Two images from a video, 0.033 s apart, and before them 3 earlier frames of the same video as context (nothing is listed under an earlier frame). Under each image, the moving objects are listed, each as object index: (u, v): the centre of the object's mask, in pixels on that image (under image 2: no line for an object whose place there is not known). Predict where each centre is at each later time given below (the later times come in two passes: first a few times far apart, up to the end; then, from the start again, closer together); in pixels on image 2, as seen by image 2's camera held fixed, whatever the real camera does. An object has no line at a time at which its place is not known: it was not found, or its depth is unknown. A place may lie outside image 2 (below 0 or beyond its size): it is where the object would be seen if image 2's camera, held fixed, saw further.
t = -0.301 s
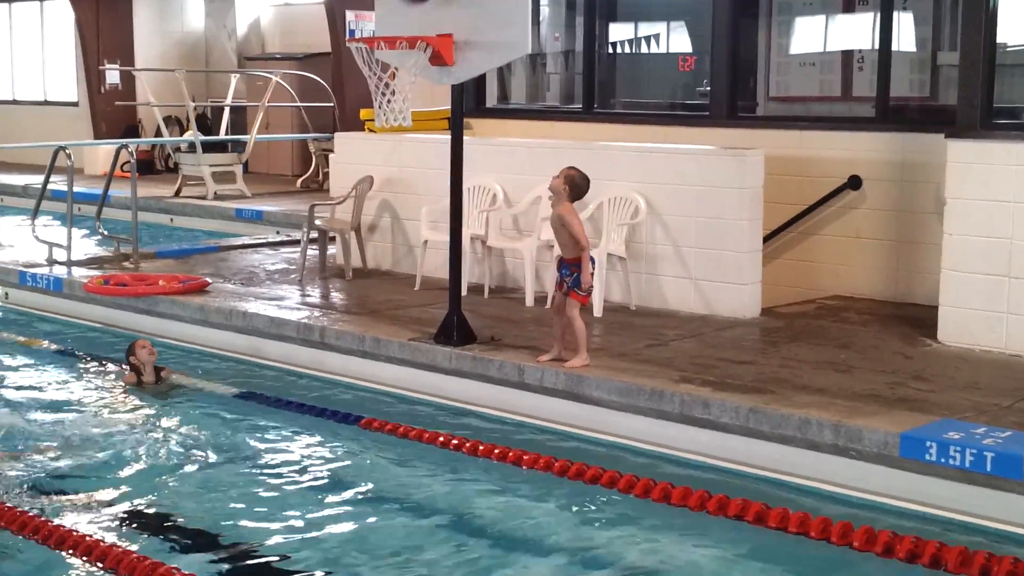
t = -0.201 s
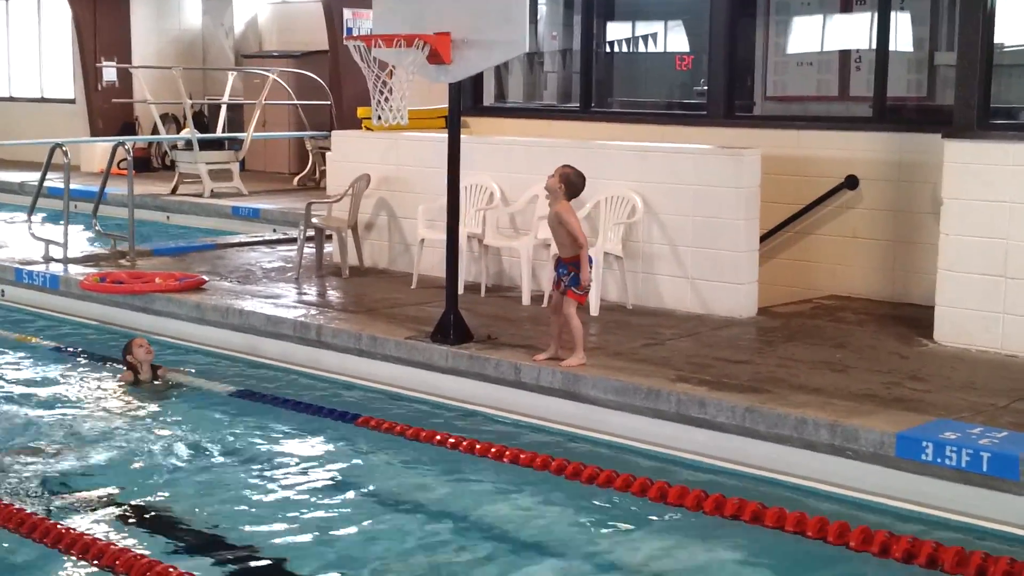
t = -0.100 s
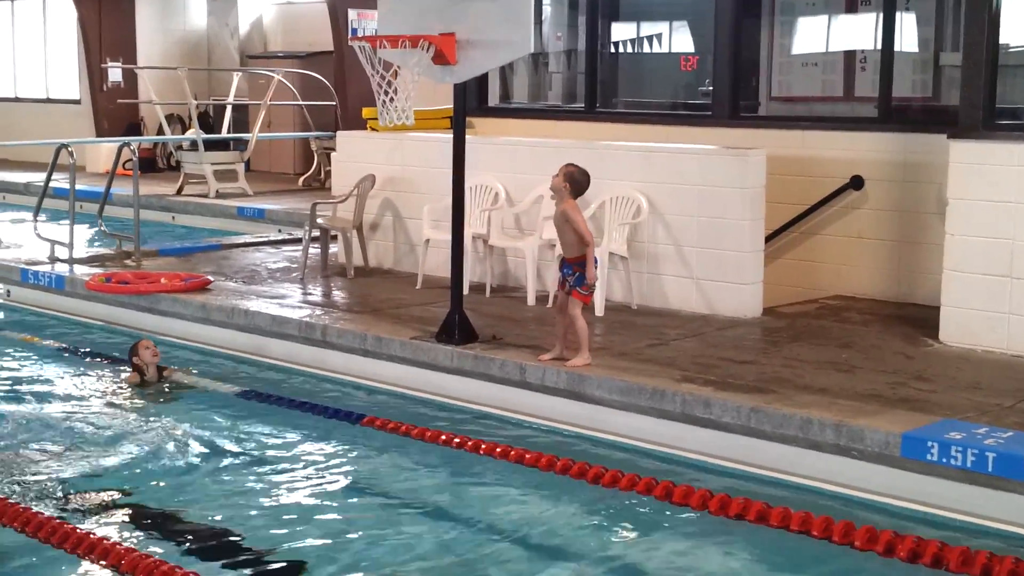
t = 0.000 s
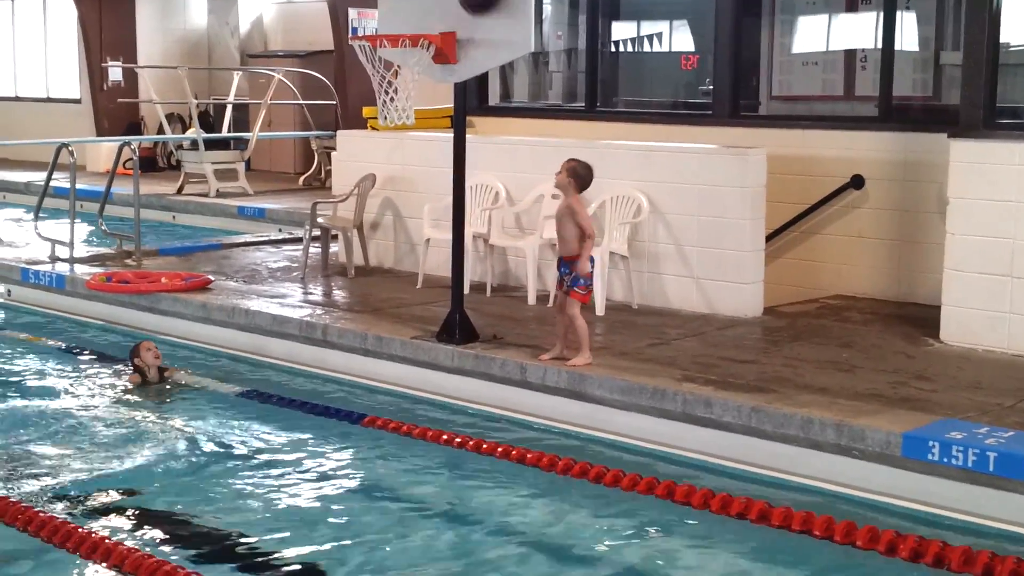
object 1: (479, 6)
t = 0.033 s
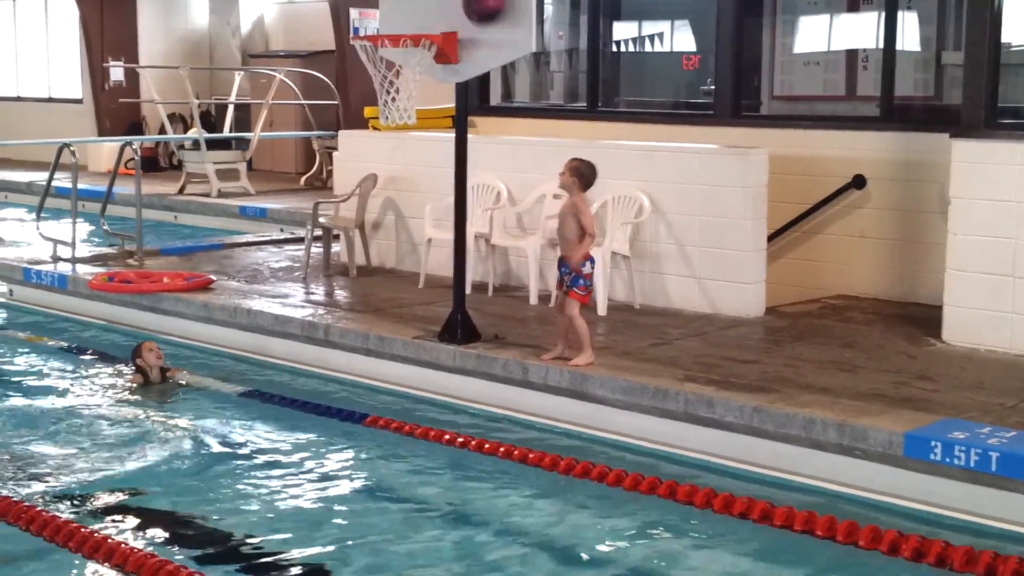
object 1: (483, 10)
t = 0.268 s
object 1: (509, 137)
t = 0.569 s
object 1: (537, 431)
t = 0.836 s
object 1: (545, 403)
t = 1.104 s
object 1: (559, 375)
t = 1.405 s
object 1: (555, 431)
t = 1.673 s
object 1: (552, 425)
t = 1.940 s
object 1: (554, 434)
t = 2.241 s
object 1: (552, 433)
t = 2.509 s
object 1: (556, 434)
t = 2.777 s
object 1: (558, 434)
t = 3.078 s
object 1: (561, 436)
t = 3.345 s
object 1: (564, 434)
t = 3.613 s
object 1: (568, 435)
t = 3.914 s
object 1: (572, 436)
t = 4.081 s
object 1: (575, 437)
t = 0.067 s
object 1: (488, 17)
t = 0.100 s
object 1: (493, 31)
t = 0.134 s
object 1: (496, 46)
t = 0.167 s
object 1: (499, 63)
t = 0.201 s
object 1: (501, 84)
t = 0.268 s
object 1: (509, 137)
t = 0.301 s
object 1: (512, 162)
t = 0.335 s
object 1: (516, 191)
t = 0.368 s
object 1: (520, 224)
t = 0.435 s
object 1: (525, 306)
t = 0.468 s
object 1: (529, 340)
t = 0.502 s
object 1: (531, 384)
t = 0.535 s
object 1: (536, 423)
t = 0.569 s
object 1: (537, 431)
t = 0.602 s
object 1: (538, 436)
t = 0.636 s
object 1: (540, 437)
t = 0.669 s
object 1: (538, 435)
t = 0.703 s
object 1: (537, 431)
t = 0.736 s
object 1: (538, 432)
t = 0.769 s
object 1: (541, 429)
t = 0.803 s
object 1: (543, 416)
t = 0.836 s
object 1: (545, 403)
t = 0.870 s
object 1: (547, 393)
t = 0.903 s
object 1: (549, 385)
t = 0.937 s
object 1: (551, 378)
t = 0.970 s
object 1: (554, 373)
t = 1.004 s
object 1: (556, 370)
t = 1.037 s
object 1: (558, 370)
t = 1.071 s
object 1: (558, 371)
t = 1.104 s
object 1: (559, 375)
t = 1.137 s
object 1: (558, 382)
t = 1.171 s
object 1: (557, 390)
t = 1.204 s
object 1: (558, 399)
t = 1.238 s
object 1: (557, 412)
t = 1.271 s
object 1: (556, 422)
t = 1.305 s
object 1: (556, 425)
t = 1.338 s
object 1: (556, 427)
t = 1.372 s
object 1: (555, 429)
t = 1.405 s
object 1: (555, 431)
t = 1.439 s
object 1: (555, 430)
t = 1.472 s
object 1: (554, 430)
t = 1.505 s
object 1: (554, 427)
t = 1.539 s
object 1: (554, 424)
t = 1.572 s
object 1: (554, 422)
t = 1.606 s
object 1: (553, 422)
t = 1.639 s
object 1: (553, 422)
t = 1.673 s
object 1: (552, 425)
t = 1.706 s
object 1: (552, 426)
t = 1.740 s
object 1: (552, 428)
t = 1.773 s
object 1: (552, 430)
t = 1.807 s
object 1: (553, 432)
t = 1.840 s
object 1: (552, 433)
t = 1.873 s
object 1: (553, 434)
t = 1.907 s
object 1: (554, 434)
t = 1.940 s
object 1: (554, 434)
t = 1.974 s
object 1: (554, 434)
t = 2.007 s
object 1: (553, 433)
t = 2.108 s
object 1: (553, 432)
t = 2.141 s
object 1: (553, 432)
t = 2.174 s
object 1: (553, 432)
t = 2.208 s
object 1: (552, 432)
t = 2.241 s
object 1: (552, 433)
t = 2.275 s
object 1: (553, 433)
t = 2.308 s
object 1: (553, 433)
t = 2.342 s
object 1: (554, 433)
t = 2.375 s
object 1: (554, 434)
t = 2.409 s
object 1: (555, 434)
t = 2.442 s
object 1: (555, 434)
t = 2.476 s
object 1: (556, 434)
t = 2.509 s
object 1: (556, 434)
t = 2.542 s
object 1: (557, 434)
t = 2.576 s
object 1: (557, 434)
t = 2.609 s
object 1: (557, 434)
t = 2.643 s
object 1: (557, 434)
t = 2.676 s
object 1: (557, 434)
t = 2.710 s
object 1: (557, 434)
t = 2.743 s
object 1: (558, 434)
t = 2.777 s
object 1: (558, 434)
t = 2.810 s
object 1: (558, 435)
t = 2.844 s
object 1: (558, 435)
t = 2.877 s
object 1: (558, 435)
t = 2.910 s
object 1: (559, 436)
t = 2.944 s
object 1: (559, 436)
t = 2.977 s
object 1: (559, 436)
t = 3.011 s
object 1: (560, 436)
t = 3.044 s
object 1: (561, 436)
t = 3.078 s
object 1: (561, 436)
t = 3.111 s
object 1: (561, 436)
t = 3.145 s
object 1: (562, 436)
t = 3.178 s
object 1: (562, 435)
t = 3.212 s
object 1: (563, 435)
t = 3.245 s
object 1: (563, 435)
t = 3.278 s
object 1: (563, 434)
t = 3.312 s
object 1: (564, 434)
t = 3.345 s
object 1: (564, 434)
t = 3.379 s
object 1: (565, 435)
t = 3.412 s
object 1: (565, 435)
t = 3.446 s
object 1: (566, 435)
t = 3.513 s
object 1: (567, 435)
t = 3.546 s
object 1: (567, 435)
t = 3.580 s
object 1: (567, 435)
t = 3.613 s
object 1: (568, 435)
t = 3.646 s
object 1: (568, 435)
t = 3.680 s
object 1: (569, 435)
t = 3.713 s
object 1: (569, 435)
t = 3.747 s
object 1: (569, 435)
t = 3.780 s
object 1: (570, 435)
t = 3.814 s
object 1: (571, 435)
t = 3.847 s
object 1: (571, 435)
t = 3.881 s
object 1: (572, 436)
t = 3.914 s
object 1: (572, 436)
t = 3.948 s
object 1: (573, 436)
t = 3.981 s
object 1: (574, 436)
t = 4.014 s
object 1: (574, 437)
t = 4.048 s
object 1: (575, 437)
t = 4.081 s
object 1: (575, 437)
